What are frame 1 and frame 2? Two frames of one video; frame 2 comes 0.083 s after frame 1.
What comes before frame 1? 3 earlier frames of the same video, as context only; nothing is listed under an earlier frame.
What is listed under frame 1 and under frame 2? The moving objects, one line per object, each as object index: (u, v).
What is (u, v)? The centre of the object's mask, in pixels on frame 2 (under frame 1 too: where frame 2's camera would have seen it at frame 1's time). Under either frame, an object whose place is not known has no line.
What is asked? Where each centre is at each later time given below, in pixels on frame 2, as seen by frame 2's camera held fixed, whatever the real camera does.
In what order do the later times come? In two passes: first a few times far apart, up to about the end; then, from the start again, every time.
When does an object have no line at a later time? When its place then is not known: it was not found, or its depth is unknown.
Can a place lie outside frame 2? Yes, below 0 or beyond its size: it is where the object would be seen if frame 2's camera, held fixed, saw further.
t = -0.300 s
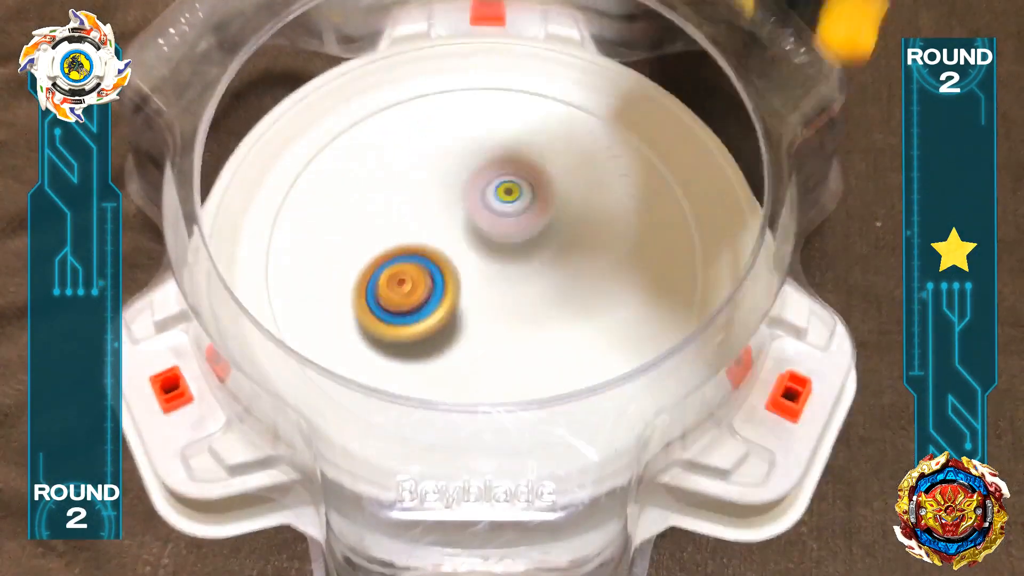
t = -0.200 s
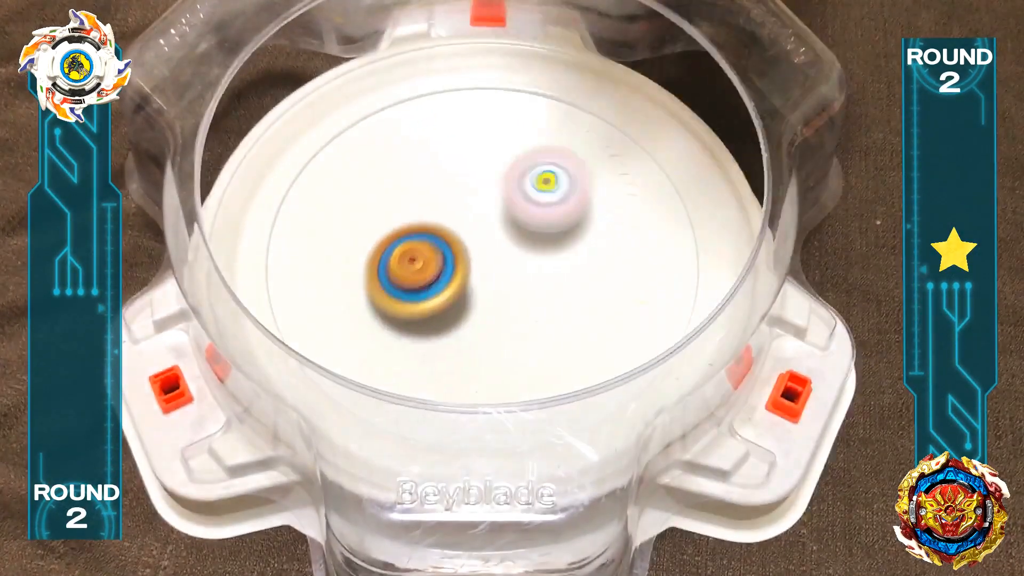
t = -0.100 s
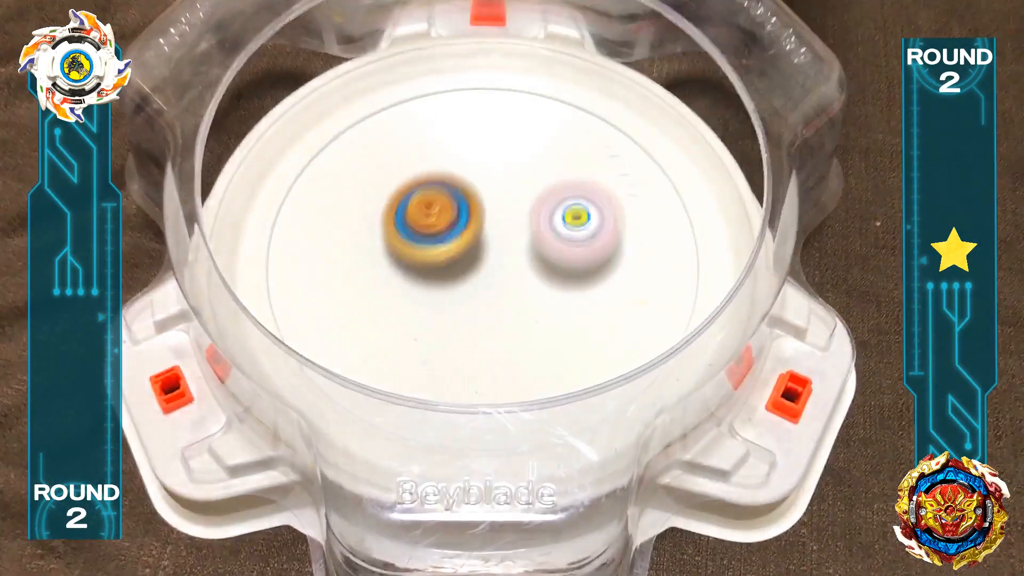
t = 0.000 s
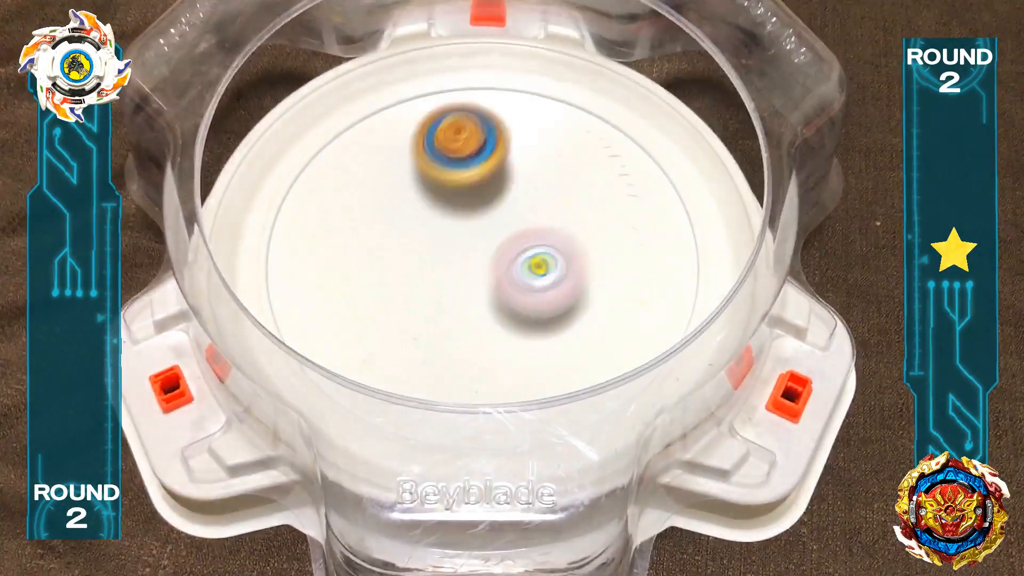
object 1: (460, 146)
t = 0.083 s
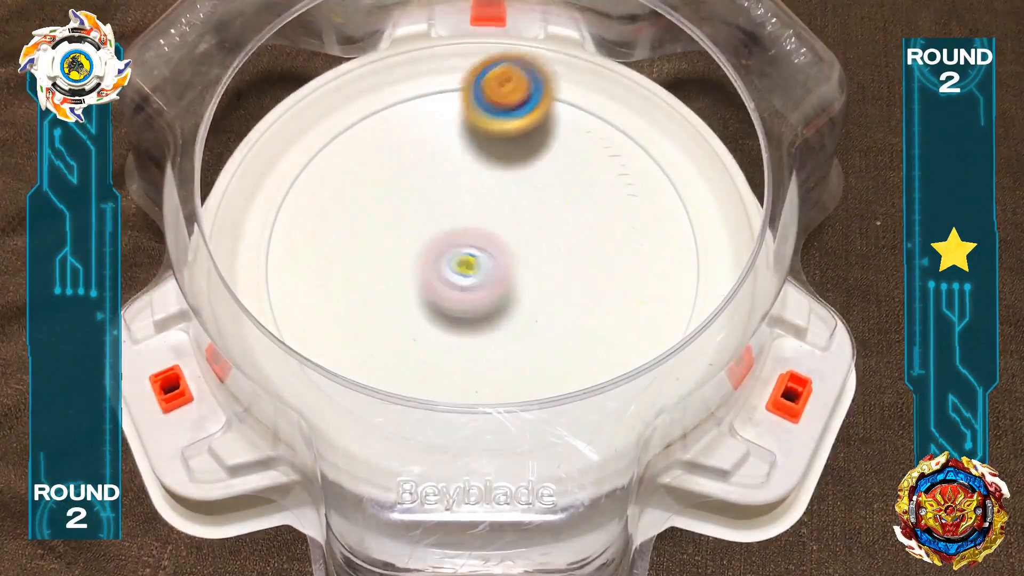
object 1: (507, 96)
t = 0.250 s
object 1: (627, 100)
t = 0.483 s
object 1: (568, 303)
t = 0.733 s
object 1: (236, 265)
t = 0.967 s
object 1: (381, 68)
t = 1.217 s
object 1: (661, 239)
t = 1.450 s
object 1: (445, 414)
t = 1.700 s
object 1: (307, 113)
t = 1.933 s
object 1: (586, 147)
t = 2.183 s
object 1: (606, 415)
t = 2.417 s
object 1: (363, 369)
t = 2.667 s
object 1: (429, 153)
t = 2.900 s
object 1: (617, 166)
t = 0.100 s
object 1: (519, 88)
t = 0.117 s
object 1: (532, 82)
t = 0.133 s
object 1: (544, 78)
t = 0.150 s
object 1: (556, 77)
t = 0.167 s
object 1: (568, 78)
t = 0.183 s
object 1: (580, 81)
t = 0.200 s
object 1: (592, 84)
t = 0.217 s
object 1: (604, 88)
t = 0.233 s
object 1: (616, 93)
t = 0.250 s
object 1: (627, 100)
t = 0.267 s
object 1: (637, 108)
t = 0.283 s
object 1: (645, 117)
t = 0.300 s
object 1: (651, 127)
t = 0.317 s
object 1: (656, 139)
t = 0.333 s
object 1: (658, 153)
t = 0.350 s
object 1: (659, 172)
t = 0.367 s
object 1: (655, 189)
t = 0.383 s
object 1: (650, 207)
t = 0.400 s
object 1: (643, 224)
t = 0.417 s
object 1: (633, 242)
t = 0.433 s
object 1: (620, 259)
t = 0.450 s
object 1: (604, 275)
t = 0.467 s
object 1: (587, 290)
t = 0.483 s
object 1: (568, 303)
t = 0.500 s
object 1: (545, 315)
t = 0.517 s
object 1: (524, 324)
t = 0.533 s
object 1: (500, 331)
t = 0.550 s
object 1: (475, 336)
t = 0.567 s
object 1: (450, 339)
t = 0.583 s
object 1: (425, 340)
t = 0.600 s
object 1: (400, 338)
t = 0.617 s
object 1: (373, 334)
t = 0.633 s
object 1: (350, 328)
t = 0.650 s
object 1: (324, 324)
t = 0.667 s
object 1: (300, 316)
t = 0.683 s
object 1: (280, 304)
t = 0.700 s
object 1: (262, 289)
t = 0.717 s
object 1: (244, 275)
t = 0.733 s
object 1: (236, 265)
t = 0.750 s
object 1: (239, 249)
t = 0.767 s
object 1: (245, 235)
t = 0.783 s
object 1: (250, 219)
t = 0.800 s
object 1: (255, 203)
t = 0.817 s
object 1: (262, 185)
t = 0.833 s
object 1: (270, 168)
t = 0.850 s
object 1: (279, 150)
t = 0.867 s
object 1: (288, 132)
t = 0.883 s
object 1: (299, 114)
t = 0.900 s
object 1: (312, 99)
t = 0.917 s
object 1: (325, 81)
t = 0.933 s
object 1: (340, 65)
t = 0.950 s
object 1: (358, 62)
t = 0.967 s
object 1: (381, 68)
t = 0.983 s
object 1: (405, 74)
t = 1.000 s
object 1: (427, 79)
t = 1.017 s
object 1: (451, 88)
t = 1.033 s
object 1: (474, 95)
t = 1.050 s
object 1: (498, 103)
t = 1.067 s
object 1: (521, 112)
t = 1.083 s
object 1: (545, 122)
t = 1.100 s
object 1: (566, 133)
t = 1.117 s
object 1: (584, 145)
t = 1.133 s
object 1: (603, 157)
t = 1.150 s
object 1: (618, 172)
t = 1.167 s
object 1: (633, 187)
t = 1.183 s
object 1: (645, 203)
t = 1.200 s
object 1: (655, 222)
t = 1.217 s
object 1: (661, 239)
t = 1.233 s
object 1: (666, 258)
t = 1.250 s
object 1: (668, 276)
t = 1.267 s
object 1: (664, 294)
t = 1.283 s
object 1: (663, 315)
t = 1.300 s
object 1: (656, 335)
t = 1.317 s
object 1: (646, 352)
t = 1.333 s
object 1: (630, 368)
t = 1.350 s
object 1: (610, 382)
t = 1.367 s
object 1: (587, 395)
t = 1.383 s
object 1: (561, 402)
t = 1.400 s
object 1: (534, 409)
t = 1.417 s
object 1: (504, 413)
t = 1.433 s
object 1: (476, 416)
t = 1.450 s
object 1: (445, 414)
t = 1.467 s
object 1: (414, 408)
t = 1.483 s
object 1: (385, 398)
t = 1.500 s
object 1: (360, 385)
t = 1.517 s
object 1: (339, 370)
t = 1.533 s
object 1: (319, 349)
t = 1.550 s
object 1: (302, 330)
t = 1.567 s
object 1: (290, 305)
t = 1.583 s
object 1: (283, 281)
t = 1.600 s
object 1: (275, 258)
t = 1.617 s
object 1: (273, 234)
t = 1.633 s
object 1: (275, 209)
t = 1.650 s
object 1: (279, 182)
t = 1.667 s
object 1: (287, 159)
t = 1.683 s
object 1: (295, 133)
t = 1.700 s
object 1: (307, 113)
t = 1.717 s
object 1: (319, 94)
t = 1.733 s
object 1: (331, 76)
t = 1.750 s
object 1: (346, 61)
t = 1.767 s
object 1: (364, 61)
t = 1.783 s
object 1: (386, 66)
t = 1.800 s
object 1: (407, 71)
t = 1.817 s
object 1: (431, 80)
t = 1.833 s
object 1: (453, 87)
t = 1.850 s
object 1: (477, 95)
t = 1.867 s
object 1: (500, 104)
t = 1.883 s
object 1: (524, 114)
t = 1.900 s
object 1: (546, 124)
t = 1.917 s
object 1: (567, 135)
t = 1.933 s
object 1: (586, 147)
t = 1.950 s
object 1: (606, 160)
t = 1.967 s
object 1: (625, 175)
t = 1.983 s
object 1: (642, 191)
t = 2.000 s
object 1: (658, 210)
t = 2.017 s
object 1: (672, 228)
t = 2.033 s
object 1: (685, 250)
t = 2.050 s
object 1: (689, 267)
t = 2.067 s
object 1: (695, 289)
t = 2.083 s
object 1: (697, 310)
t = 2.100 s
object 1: (692, 332)
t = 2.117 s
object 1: (682, 346)
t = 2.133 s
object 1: (664, 364)
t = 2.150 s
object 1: (645, 382)
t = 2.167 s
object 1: (625, 398)
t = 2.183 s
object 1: (606, 415)
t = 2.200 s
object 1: (586, 427)
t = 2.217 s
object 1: (561, 437)
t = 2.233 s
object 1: (532, 449)
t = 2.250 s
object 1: (507, 454)
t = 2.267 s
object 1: (480, 457)
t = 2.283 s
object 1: (456, 459)
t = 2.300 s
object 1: (427, 459)
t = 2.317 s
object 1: (398, 454)
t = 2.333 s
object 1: (376, 452)
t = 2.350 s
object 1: (374, 434)
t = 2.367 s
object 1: (373, 418)
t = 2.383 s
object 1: (368, 400)
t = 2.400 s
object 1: (364, 385)
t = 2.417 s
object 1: (363, 369)
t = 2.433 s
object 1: (362, 350)
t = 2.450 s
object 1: (361, 332)
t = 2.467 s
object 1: (360, 317)
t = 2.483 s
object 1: (361, 300)
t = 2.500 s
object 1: (362, 281)
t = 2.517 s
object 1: (363, 265)
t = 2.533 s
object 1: (367, 248)
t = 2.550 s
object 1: (371, 232)
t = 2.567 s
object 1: (377, 218)
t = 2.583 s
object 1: (383, 203)
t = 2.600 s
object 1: (391, 192)
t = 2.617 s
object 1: (399, 180)
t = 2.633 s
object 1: (408, 169)
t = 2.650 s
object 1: (418, 160)
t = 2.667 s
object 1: (429, 153)
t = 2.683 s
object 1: (441, 145)
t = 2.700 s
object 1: (454, 139)
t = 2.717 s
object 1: (466, 135)
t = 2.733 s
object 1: (480, 132)
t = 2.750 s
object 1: (495, 129)
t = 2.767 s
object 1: (510, 128)
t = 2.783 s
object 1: (525, 128)
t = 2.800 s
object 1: (540, 130)
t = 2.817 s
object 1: (554, 133)
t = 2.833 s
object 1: (569, 137)
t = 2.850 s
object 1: (582, 142)
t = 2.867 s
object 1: (595, 149)
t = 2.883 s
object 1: (607, 158)
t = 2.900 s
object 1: (617, 166)
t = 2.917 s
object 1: (624, 176)
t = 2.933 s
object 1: (632, 188)
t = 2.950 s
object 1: (637, 201)
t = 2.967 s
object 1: (640, 214)
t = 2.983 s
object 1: (640, 226)
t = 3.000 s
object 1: (640, 240)
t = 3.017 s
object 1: (637, 253)
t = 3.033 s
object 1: (633, 267)
